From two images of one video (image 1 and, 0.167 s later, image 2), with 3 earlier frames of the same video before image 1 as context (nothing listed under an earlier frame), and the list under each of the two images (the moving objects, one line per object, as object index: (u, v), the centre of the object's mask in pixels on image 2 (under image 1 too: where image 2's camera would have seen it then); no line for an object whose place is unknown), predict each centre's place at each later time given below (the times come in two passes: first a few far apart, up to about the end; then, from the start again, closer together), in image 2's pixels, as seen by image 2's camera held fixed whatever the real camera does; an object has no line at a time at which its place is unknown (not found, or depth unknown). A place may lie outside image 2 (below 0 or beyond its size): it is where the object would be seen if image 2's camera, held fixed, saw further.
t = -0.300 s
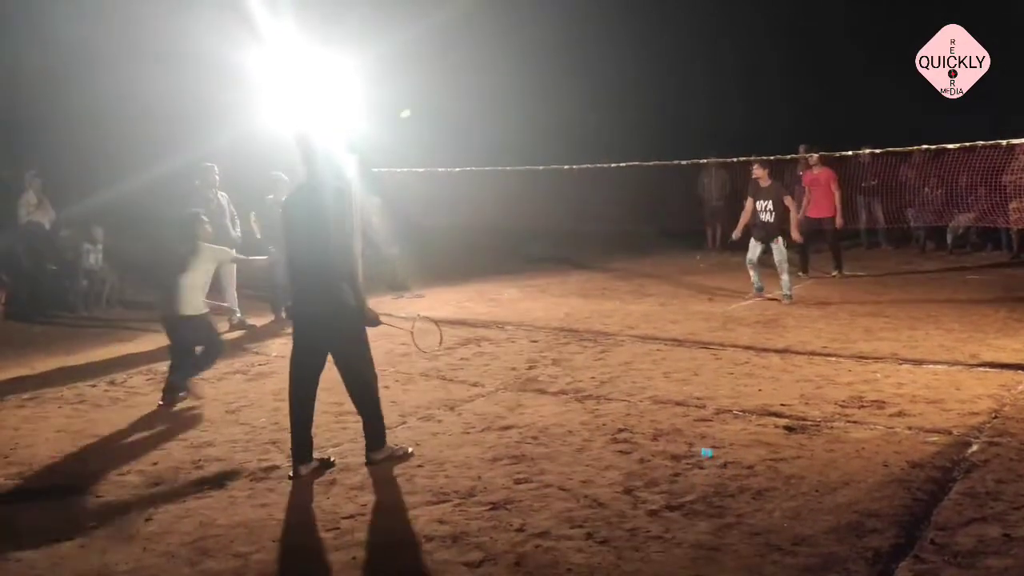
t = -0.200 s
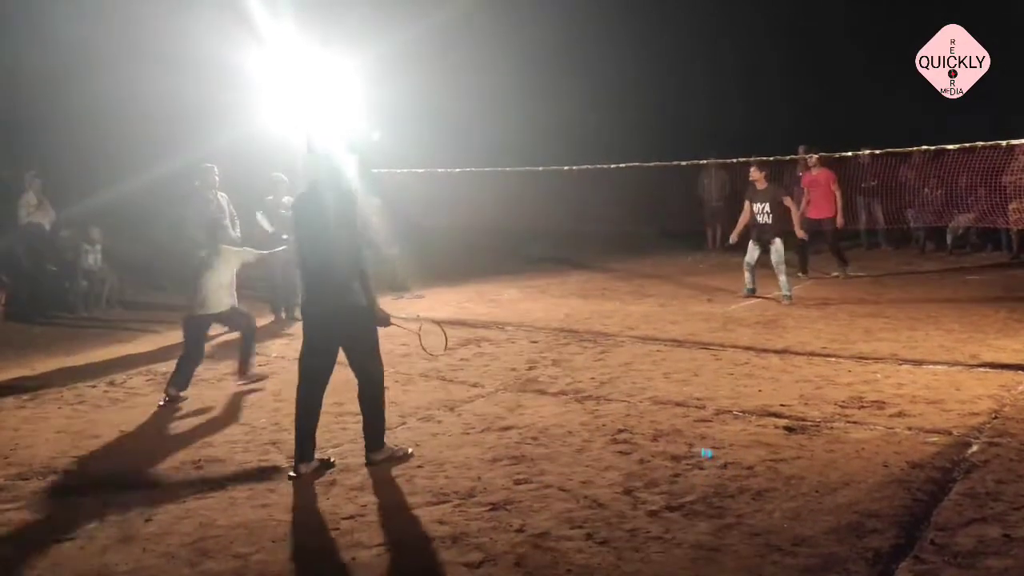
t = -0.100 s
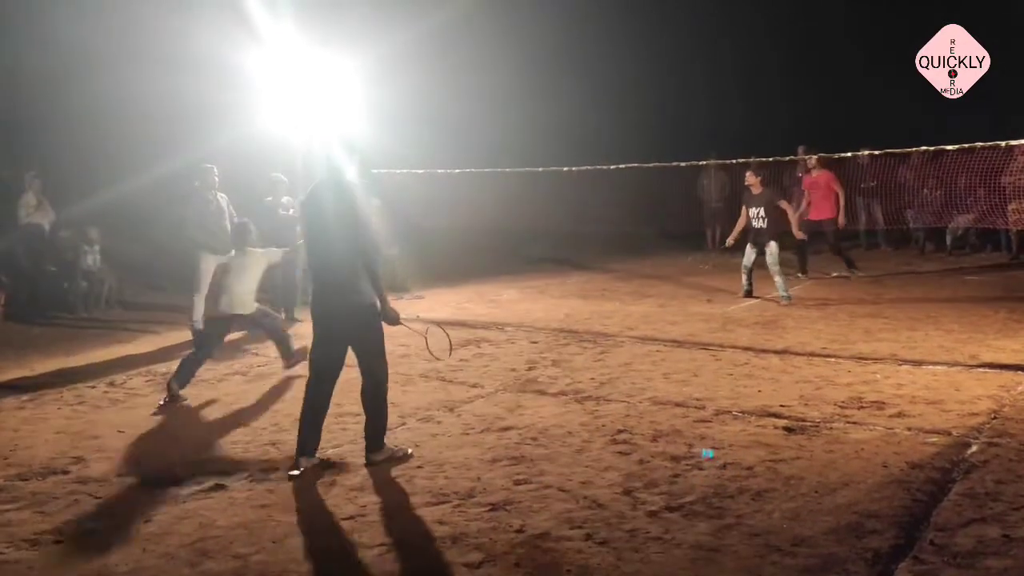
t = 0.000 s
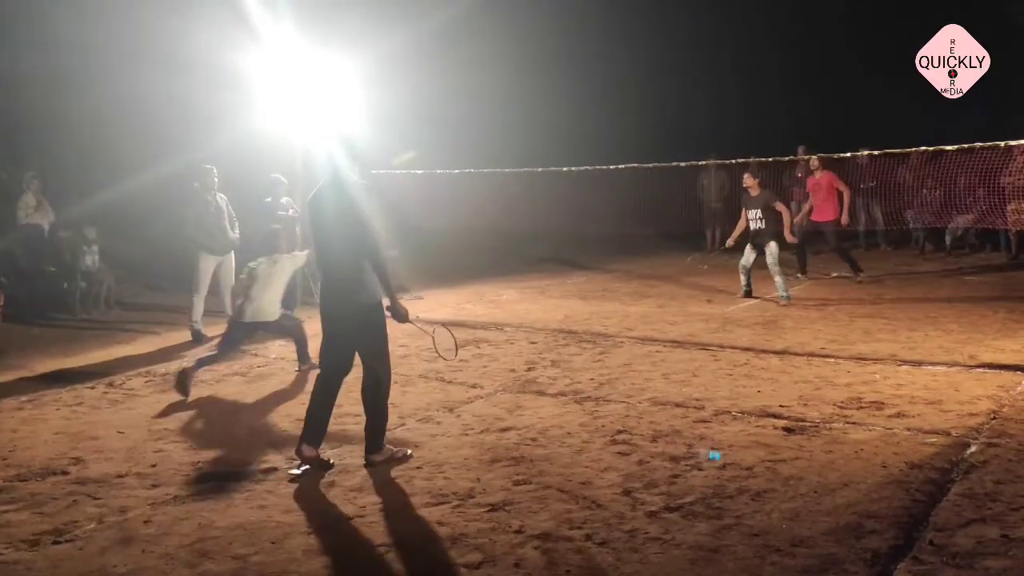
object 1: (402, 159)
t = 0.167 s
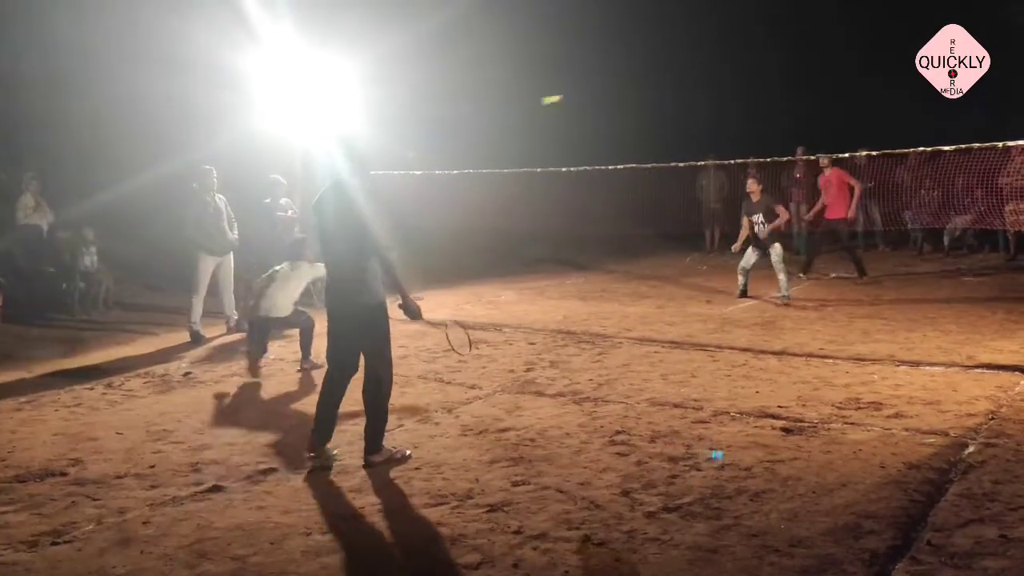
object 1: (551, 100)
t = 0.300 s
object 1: (646, 85)
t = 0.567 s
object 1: (788, 114)
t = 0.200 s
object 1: (576, 94)
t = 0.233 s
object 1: (601, 89)
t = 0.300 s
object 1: (646, 85)
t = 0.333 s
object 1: (667, 84)
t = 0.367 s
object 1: (687, 85)
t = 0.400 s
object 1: (705, 87)
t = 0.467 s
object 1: (740, 95)
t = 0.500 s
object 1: (757, 100)
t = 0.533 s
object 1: (773, 107)
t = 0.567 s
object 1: (788, 114)
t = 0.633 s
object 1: (817, 131)
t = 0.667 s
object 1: (830, 141)
